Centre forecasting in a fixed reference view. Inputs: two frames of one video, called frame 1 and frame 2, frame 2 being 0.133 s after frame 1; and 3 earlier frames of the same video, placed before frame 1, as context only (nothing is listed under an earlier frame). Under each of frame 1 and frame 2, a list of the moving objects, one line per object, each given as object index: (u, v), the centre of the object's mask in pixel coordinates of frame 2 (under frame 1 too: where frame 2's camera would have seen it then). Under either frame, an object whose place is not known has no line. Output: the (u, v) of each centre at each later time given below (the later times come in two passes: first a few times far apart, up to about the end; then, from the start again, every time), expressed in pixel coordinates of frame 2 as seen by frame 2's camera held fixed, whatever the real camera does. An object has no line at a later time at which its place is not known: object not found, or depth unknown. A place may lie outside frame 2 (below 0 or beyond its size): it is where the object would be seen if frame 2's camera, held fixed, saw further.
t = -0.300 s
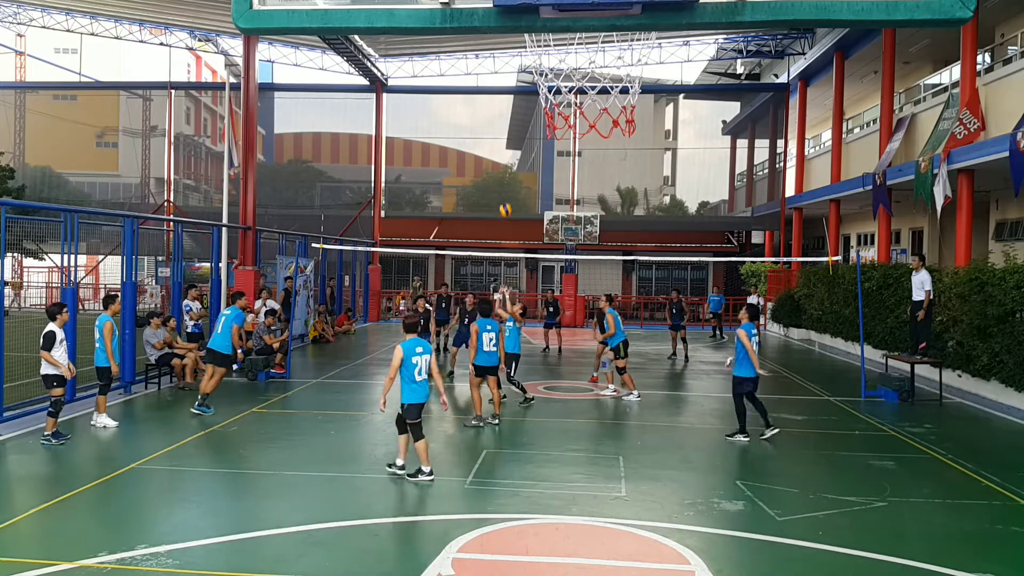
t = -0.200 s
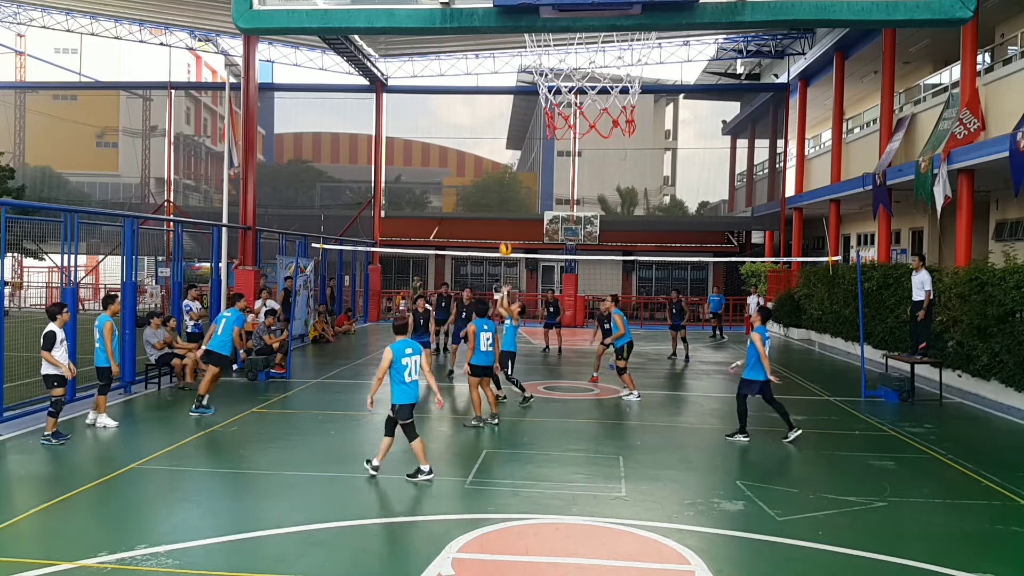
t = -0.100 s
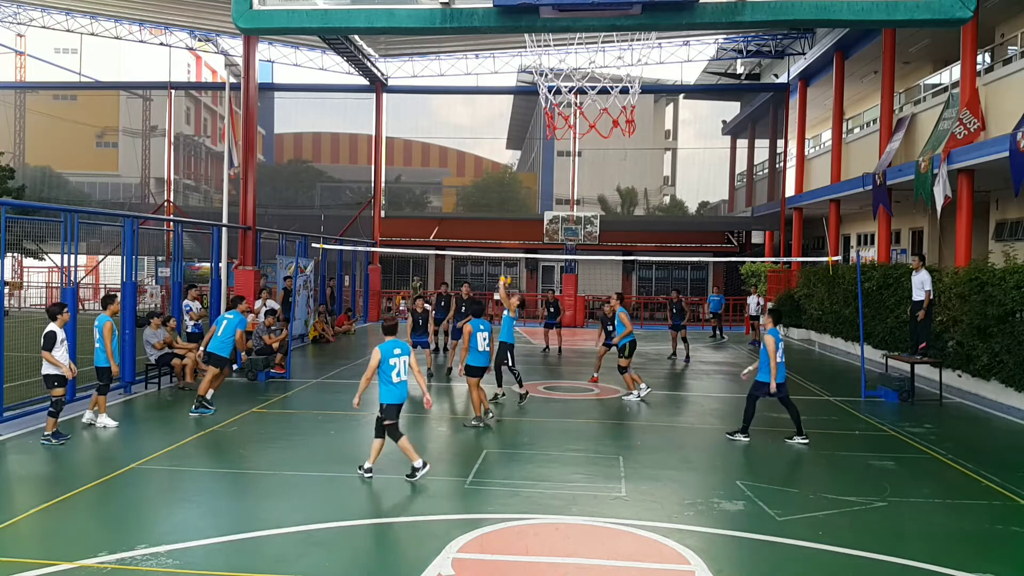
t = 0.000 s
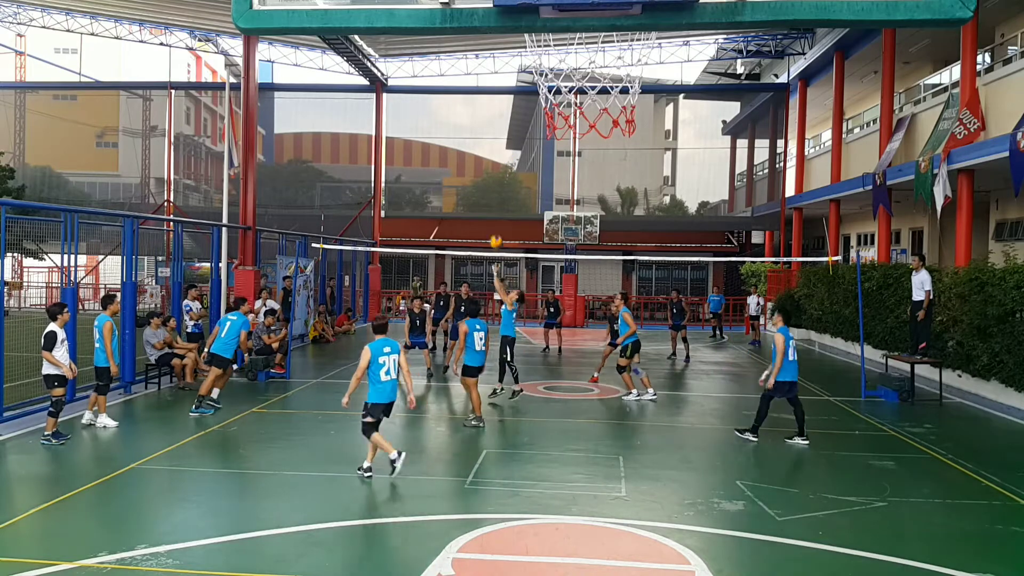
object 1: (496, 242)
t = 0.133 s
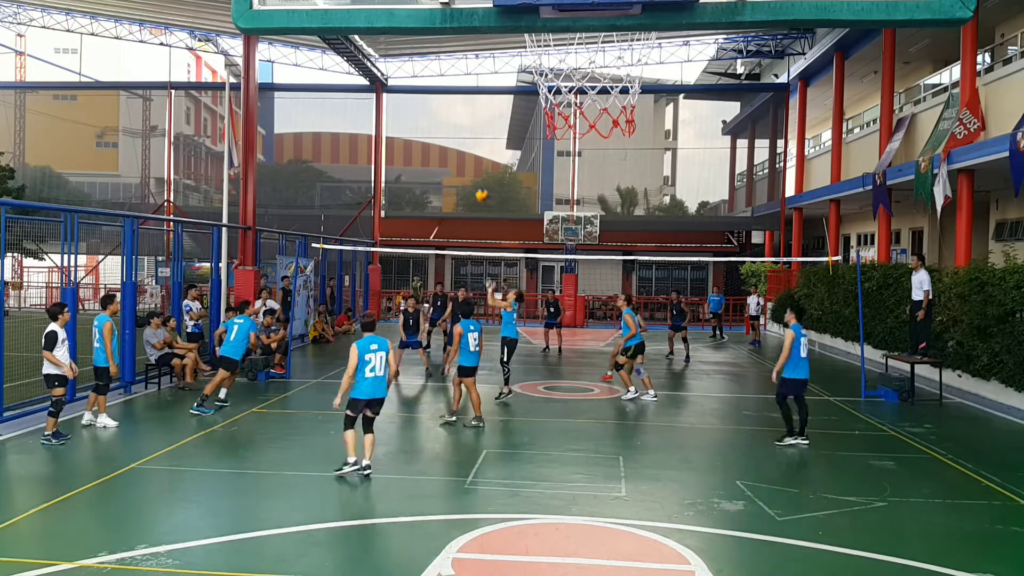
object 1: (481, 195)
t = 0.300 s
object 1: (465, 155)
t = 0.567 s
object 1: (439, 124)
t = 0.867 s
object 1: (410, 139)
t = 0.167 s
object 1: (479, 185)
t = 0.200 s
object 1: (475, 176)
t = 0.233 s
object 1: (471, 168)
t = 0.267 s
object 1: (468, 161)
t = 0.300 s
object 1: (465, 155)
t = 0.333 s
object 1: (462, 148)
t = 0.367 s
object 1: (458, 143)
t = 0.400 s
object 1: (455, 139)
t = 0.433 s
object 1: (452, 134)
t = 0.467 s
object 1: (448, 131)
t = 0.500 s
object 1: (445, 128)
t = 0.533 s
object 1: (442, 126)
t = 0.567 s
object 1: (439, 124)
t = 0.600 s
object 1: (435, 123)
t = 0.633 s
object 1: (432, 123)
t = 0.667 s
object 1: (429, 123)
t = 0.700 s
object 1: (426, 124)
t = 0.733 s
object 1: (423, 126)
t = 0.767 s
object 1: (419, 128)
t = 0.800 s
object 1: (416, 131)
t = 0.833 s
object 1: (413, 135)
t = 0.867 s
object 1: (410, 139)
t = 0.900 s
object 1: (407, 144)
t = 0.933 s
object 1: (403, 149)
